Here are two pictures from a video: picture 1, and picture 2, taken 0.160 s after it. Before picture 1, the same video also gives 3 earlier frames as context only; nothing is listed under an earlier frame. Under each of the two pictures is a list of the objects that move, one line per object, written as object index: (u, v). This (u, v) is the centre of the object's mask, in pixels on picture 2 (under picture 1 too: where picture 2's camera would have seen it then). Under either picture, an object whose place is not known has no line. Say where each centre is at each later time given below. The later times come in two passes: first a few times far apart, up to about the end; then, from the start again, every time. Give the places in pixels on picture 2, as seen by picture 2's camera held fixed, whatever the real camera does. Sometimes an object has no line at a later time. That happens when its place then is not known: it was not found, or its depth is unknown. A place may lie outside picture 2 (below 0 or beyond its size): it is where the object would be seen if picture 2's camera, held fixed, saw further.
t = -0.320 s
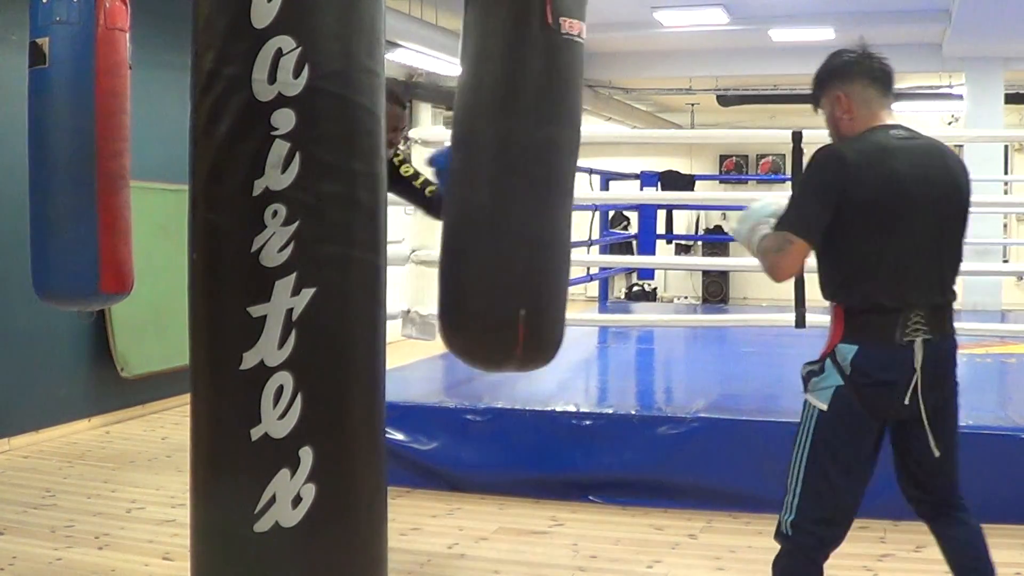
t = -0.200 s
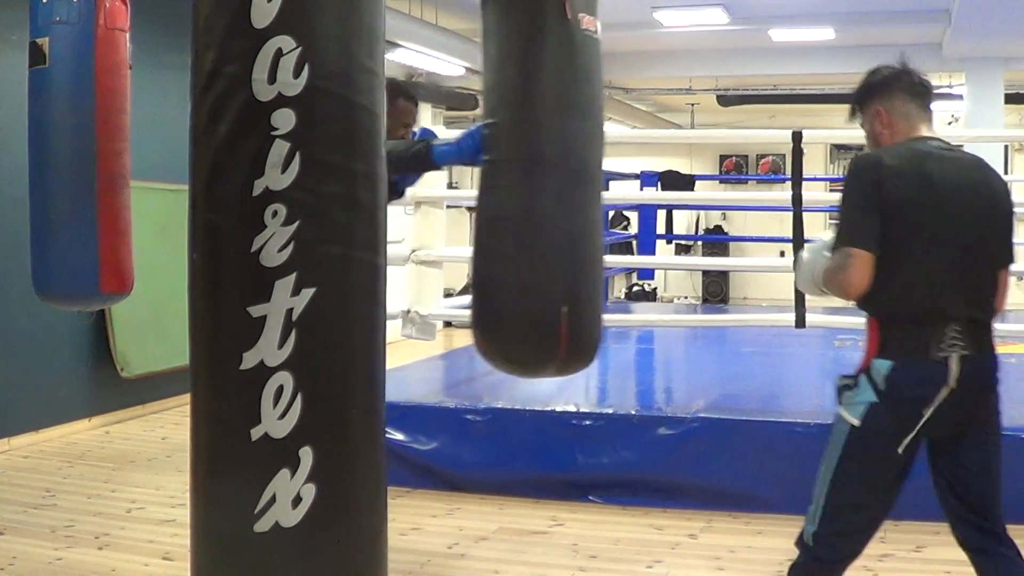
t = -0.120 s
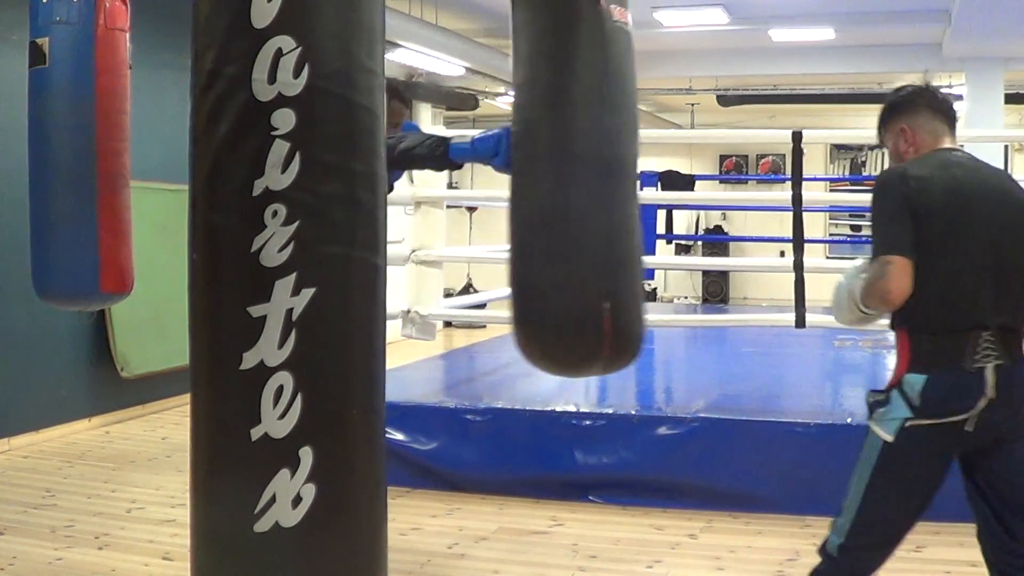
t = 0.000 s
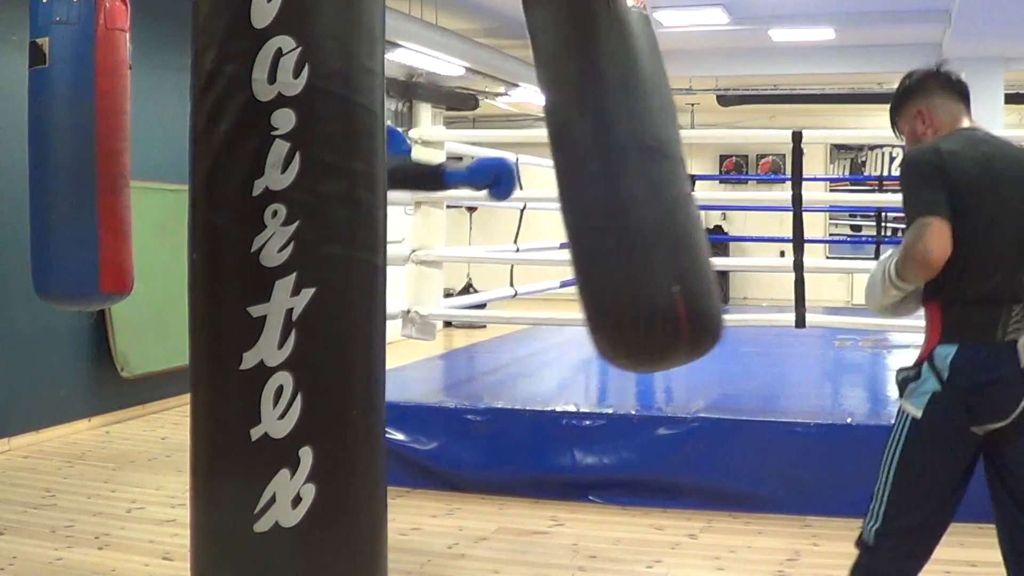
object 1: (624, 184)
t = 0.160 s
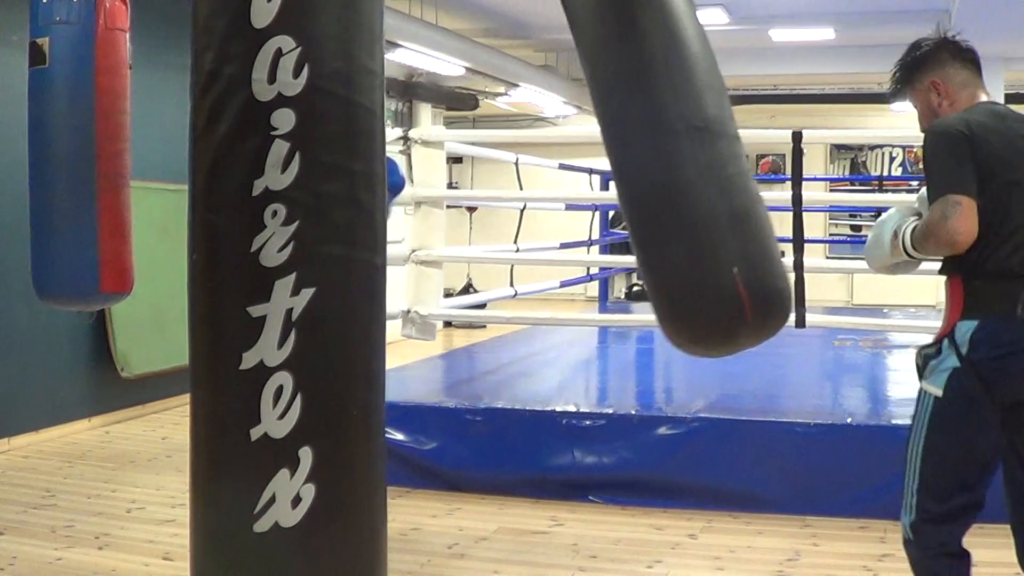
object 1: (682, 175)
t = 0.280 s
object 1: (707, 167)
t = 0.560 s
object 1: (702, 168)
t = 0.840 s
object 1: (615, 184)
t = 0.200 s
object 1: (692, 172)
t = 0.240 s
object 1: (701, 170)
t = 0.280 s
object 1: (707, 167)
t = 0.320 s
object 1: (712, 166)
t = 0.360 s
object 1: (716, 165)
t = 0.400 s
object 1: (717, 165)
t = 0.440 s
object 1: (716, 165)
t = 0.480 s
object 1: (713, 165)
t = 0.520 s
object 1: (708, 166)
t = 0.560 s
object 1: (702, 168)
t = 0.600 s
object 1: (694, 170)
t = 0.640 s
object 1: (684, 173)
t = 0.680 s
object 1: (673, 175)
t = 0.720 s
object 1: (660, 178)
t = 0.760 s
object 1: (646, 180)
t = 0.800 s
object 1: (631, 182)
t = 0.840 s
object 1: (615, 184)
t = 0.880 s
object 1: (599, 185)
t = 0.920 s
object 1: (582, 186)
